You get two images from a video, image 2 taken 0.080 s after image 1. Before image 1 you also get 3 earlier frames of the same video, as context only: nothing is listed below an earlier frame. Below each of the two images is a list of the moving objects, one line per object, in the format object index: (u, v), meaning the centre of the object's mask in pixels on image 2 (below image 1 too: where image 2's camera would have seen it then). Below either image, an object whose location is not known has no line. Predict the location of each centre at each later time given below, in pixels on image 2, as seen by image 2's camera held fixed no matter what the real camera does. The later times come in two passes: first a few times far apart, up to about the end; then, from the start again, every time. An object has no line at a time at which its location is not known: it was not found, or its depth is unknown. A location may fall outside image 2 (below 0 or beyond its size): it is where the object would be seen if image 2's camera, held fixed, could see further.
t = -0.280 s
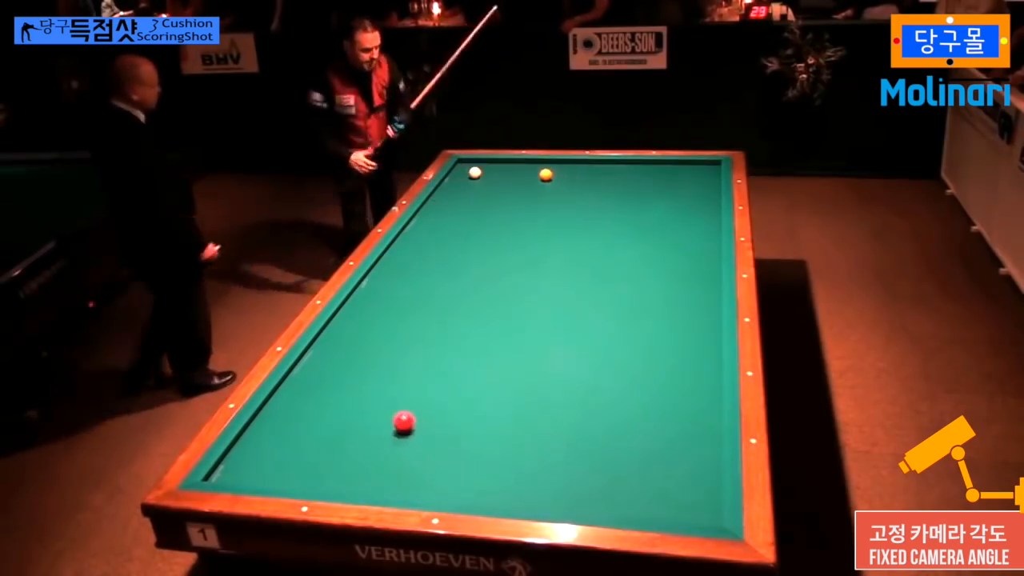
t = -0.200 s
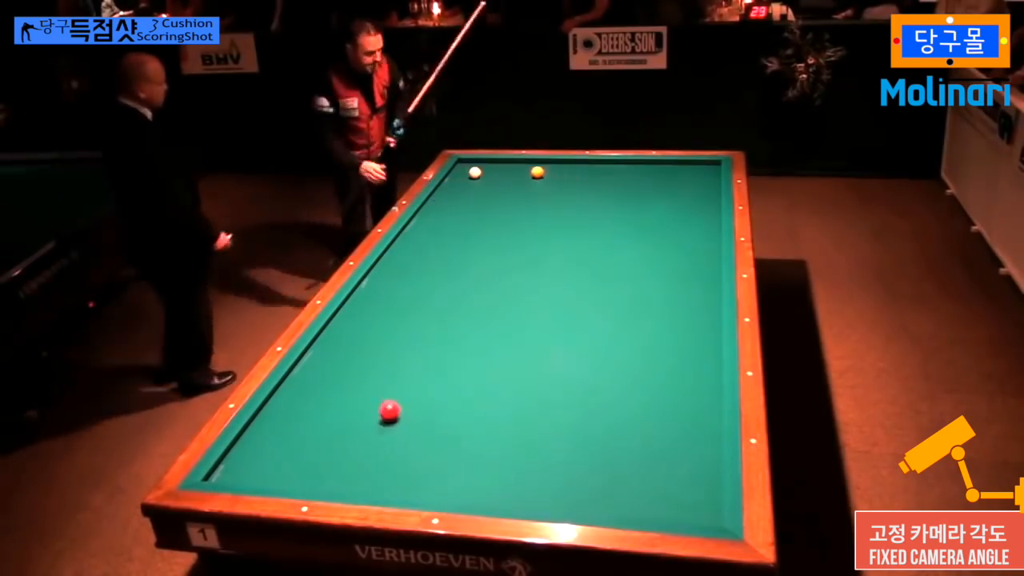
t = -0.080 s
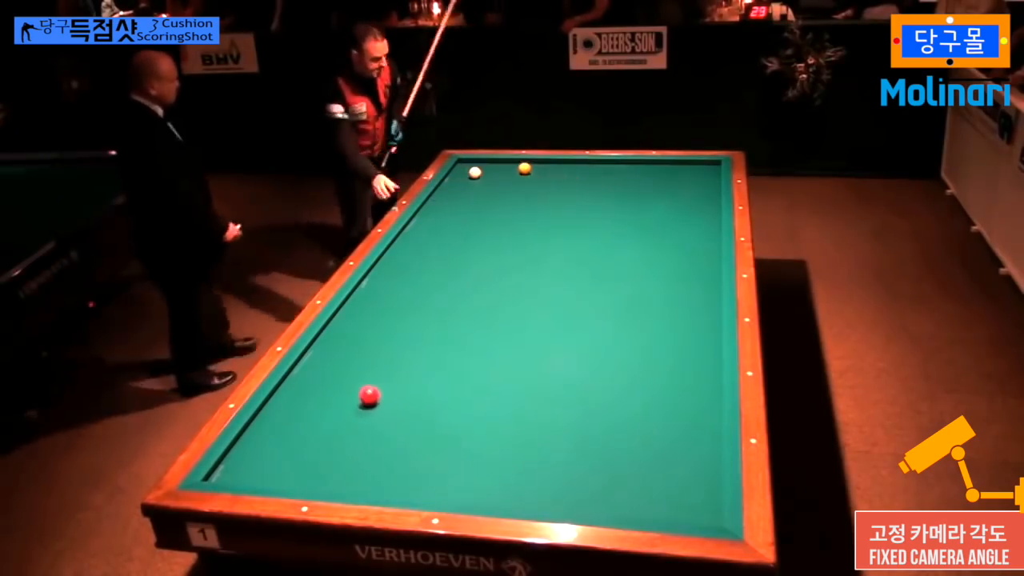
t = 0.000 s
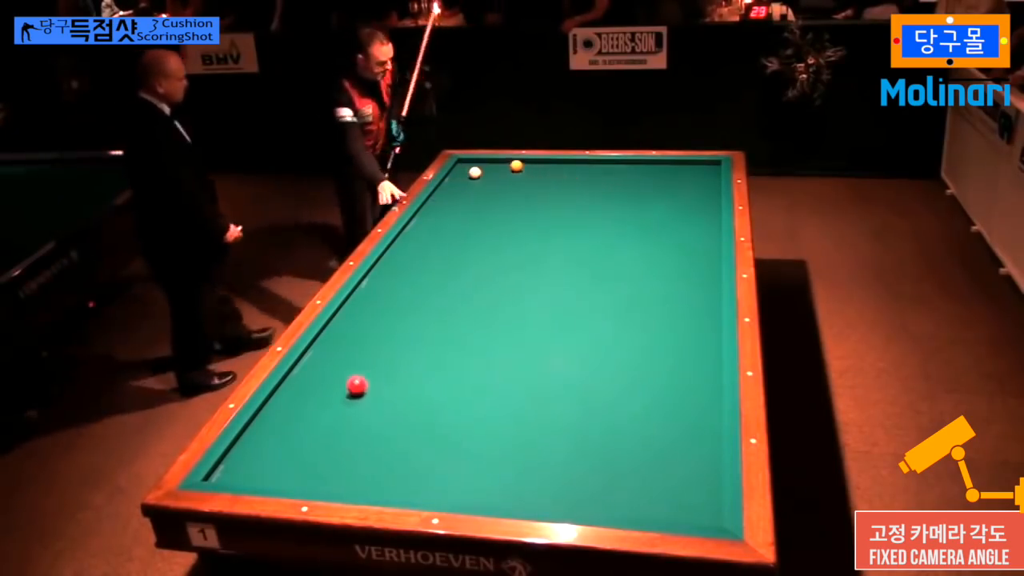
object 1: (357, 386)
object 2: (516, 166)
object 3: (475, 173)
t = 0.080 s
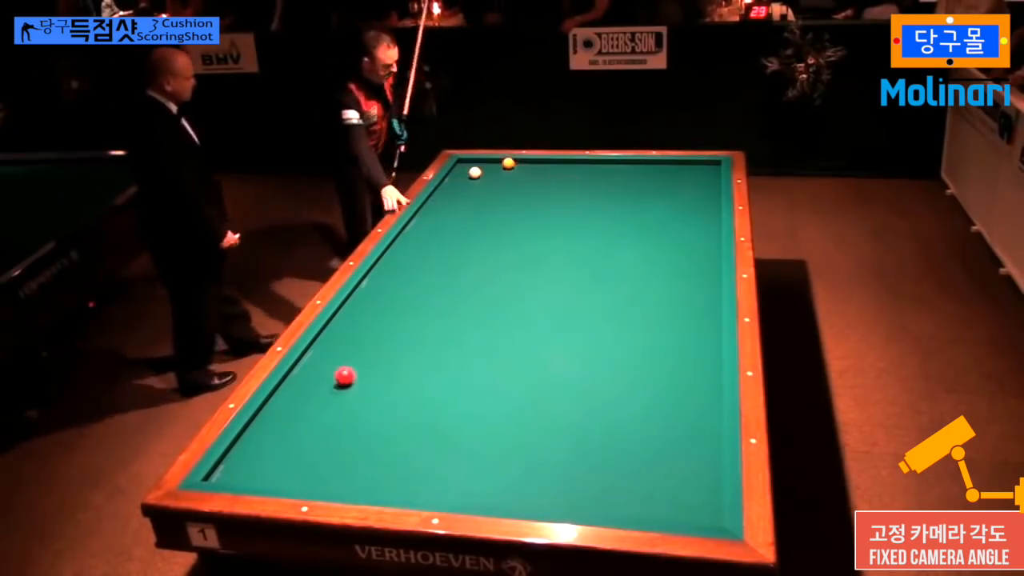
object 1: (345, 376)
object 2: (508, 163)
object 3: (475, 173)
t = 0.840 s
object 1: (405, 308)
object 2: (478, 168)
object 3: (479, 178)
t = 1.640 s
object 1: (515, 257)
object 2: (503, 172)
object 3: (493, 195)
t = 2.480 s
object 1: (606, 215)
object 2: (524, 173)
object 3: (507, 212)
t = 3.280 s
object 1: (675, 184)
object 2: (539, 174)
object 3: (520, 227)
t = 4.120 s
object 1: (710, 163)
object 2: (548, 175)
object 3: (532, 242)
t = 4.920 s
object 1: (697, 173)
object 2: (553, 175)
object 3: (543, 255)
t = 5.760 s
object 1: (687, 181)
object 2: (553, 175)
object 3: (552, 265)
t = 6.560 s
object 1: (679, 187)
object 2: (553, 175)
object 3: (559, 273)
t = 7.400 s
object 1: (674, 192)
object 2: (553, 175)
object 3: (564, 278)
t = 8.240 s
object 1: (671, 195)
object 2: (553, 175)
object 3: (565, 280)
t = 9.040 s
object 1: (670, 196)
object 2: (553, 175)
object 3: (566, 280)
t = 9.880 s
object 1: (670, 196)
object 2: (553, 175)
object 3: (566, 281)
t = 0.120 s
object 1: (339, 372)
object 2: (504, 162)
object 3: (475, 173)
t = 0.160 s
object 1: (333, 367)
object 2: (500, 161)
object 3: (475, 173)
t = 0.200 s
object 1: (327, 363)
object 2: (495, 161)
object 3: (475, 173)
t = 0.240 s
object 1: (322, 359)
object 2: (489, 161)
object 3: (474, 173)
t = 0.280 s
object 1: (317, 355)
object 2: (483, 162)
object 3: (474, 173)
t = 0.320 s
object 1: (313, 351)
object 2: (477, 162)
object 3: (474, 173)
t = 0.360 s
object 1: (320, 347)
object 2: (470, 163)
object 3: (475, 173)
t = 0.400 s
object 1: (329, 343)
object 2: (465, 164)
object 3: (475, 173)
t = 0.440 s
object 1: (337, 340)
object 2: (459, 165)
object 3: (475, 173)
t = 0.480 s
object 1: (344, 337)
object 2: (462, 166)
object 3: (475, 173)
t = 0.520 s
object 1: (351, 333)
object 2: (464, 167)
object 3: (475, 173)
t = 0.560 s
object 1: (358, 330)
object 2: (466, 167)
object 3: (475, 173)
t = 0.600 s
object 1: (365, 327)
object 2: (467, 168)
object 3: (475, 173)
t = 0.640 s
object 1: (372, 324)
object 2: (469, 168)
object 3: (475, 173)
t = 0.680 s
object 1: (379, 320)
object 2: (471, 168)
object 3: (476, 174)
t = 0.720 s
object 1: (386, 317)
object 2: (473, 168)
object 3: (477, 176)
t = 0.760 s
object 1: (392, 314)
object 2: (474, 168)
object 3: (478, 176)
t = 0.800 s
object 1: (398, 311)
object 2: (476, 168)
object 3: (479, 177)
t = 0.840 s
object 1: (405, 308)
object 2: (478, 168)
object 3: (479, 178)
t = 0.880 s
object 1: (411, 305)
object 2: (479, 168)
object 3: (480, 179)
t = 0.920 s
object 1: (418, 303)
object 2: (481, 169)
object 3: (481, 180)
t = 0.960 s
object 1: (423, 300)
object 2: (482, 169)
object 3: (481, 180)
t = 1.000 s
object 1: (430, 297)
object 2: (483, 169)
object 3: (482, 181)
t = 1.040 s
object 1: (436, 294)
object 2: (485, 170)
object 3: (483, 182)
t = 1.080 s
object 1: (441, 292)
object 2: (486, 170)
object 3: (483, 183)
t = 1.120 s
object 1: (447, 289)
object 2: (487, 170)
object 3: (484, 184)
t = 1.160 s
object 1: (453, 286)
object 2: (489, 170)
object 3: (484, 184)
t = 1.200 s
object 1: (458, 284)
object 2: (490, 170)
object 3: (485, 185)
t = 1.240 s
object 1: (464, 281)
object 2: (491, 170)
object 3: (486, 186)
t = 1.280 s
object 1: (469, 279)
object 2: (492, 170)
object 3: (487, 187)
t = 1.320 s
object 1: (474, 276)
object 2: (494, 171)
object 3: (487, 188)
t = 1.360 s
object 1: (480, 274)
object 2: (495, 171)
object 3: (488, 189)
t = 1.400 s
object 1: (485, 271)
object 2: (496, 171)
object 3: (489, 189)
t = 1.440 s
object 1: (490, 269)
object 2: (497, 171)
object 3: (490, 190)
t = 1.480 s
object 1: (495, 267)
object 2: (499, 171)
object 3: (490, 191)
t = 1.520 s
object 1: (501, 264)
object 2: (499, 171)
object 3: (491, 192)
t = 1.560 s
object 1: (505, 262)
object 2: (501, 171)
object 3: (492, 193)
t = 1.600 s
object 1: (511, 260)
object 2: (502, 171)
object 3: (492, 194)
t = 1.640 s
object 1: (515, 257)
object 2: (503, 172)
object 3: (493, 195)
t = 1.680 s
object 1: (520, 255)
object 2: (504, 171)
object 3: (494, 195)
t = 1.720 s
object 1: (525, 253)
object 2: (505, 171)
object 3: (494, 196)
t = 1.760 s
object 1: (530, 251)
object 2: (506, 172)
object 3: (495, 197)
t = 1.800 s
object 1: (534, 249)
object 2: (507, 172)
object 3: (496, 198)
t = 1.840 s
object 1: (539, 247)
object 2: (509, 171)
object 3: (496, 199)
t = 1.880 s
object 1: (543, 244)
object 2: (510, 172)
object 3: (497, 200)
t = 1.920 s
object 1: (548, 243)
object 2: (511, 172)
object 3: (498, 200)
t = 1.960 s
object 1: (552, 240)
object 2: (512, 172)
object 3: (498, 201)
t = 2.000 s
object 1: (557, 238)
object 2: (512, 172)
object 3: (499, 202)
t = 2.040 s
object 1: (561, 236)
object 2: (513, 172)
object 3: (500, 203)
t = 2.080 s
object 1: (565, 234)
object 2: (515, 172)
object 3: (500, 204)
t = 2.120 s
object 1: (570, 232)
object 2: (516, 172)
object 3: (501, 205)
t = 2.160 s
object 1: (574, 230)
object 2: (516, 172)
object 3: (502, 205)
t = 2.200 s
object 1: (578, 229)
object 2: (518, 172)
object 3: (502, 206)
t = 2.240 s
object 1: (582, 227)
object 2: (519, 172)
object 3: (503, 207)
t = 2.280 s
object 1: (586, 225)
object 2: (519, 172)
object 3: (504, 208)
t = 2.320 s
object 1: (590, 223)
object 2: (520, 172)
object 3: (505, 209)
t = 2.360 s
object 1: (594, 221)
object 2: (521, 172)
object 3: (505, 209)
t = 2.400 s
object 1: (598, 219)
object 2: (522, 172)
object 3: (506, 210)
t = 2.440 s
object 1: (602, 217)
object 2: (523, 173)
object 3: (507, 211)
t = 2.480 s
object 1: (606, 215)
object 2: (524, 173)
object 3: (507, 212)
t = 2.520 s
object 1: (610, 214)
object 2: (525, 173)
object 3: (508, 213)
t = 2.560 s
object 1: (614, 212)
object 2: (525, 173)
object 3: (508, 213)
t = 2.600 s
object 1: (617, 211)
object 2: (526, 173)
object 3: (509, 214)
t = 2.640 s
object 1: (621, 209)
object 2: (527, 173)
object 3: (510, 215)
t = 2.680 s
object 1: (625, 207)
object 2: (528, 173)
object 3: (510, 216)
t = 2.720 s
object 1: (629, 205)
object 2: (529, 173)
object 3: (511, 216)
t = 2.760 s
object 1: (632, 204)
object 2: (530, 173)
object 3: (512, 217)
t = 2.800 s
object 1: (635, 202)
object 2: (531, 173)
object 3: (512, 218)
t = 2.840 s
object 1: (639, 200)
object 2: (531, 173)
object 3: (513, 219)
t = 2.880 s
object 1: (643, 199)
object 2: (532, 173)
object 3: (514, 220)
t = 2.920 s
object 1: (646, 198)
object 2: (533, 173)
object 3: (514, 220)
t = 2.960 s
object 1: (649, 196)
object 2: (533, 173)
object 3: (515, 221)
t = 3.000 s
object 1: (653, 194)
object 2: (534, 173)
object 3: (516, 222)
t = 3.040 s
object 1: (656, 193)
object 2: (535, 173)
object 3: (516, 222)
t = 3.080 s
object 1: (660, 191)
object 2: (535, 173)
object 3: (517, 224)
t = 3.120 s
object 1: (663, 190)
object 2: (536, 173)
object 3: (517, 225)
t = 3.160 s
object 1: (666, 188)
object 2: (537, 174)
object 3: (518, 225)
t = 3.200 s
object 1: (669, 187)
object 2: (537, 173)
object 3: (519, 226)
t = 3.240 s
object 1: (672, 185)
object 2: (538, 173)
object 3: (519, 226)
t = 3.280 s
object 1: (675, 184)
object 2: (539, 174)
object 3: (520, 227)
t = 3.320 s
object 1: (678, 183)
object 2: (539, 173)
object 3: (520, 228)
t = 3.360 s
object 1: (681, 181)
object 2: (540, 174)
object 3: (521, 229)
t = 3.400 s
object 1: (684, 180)
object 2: (540, 174)
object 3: (522, 230)
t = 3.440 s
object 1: (687, 179)
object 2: (541, 174)
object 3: (522, 230)
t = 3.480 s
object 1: (690, 177)
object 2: (542, 174)
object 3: (523, 231)
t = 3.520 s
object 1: (693, 176)
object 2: (542, 174)
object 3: (523, 232)
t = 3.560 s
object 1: (696, 174)
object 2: (543, 174)
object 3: (524, 233)
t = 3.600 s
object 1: (699, 173)
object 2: (543, 174)
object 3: (525, 233)
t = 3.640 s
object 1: (701, 172)
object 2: (543, 174)
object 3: (525, 234)
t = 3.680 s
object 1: (704, 171)
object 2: (544, 174)
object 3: (526, 234)
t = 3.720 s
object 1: (707, 169)
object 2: (544, 174)
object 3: (527, 236)
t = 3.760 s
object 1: (709, 168)
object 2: (545, 174)
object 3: (527, 236)
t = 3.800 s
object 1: (712, 167)
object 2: (545, 174)
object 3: (528, 237)
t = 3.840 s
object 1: (714, 166)
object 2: (546, 174)
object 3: (528, 237)
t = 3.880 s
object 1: (714, 165)
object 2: (546, 174)
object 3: (529, 238)
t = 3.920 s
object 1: (713, 163)
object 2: (547, 174)
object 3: (529, 239)
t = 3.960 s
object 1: (712, 162)
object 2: (547, 174)
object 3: (530, 240)
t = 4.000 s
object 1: (711, 162)
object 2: (547, 174)
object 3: (530, 240)
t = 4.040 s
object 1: (710, 162)
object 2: (548, 174)
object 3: (531, 241)
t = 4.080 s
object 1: (710, 163)
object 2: (548, 175)
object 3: (532, 241)
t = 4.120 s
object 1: (710, 163)
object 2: (548, 175)
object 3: (532, 242)
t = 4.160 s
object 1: (709, 164)
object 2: (549, 175)
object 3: (533, 243)
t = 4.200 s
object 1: (708, 164)
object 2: (549, 175)
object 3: (533, 243)
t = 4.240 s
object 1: (707, 165)
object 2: (549, 175)
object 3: (534, 244)
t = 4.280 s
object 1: (706, 165)
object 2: (550, 175)
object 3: (534, 245)
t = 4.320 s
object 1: (705, 166)
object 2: (550, 175)
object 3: (535, 245)
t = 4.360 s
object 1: (705, 166)
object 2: (550, 175)
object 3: (535, 246)
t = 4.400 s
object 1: (704, 167)
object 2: (550, 175)
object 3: (536, 247)
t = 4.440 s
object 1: (703, 167)
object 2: (551, 175)
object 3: (536, 247)
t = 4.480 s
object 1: (703, 168)
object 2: (551, 175)
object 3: (537, 248)
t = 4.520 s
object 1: (702, 168)
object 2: (551, 175)
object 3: (537, 249)
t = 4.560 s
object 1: (702, 169)
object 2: (551, 175)
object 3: (538, 250)
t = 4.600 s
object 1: (701, 169)
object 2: (552, 175)
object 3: (539, 250)
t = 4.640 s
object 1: (701, 170)
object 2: (552, 175)
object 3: (539, 251)
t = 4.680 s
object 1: (700, 170)
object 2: (552, 175)
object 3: (540, 251)
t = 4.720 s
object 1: (700, 171)
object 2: (552, 175)
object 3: (540, 252)
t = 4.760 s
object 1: (699, 171)
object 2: (552, 175)
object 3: (541, 252)
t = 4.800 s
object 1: (698, 172)
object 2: (552, 175)
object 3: (541, 253)
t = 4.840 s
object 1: (698, 172)
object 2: (553, 175)
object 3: (542, 253)
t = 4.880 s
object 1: (697, 172)
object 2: (553, 175)
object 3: (542, 254)
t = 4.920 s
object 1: (697, 173)
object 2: (553, 175)
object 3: (543, 255)
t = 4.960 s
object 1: (696, 173)
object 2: (553, 175)
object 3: (543, 255)
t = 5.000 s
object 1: (696, 174)
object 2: (553, 175)
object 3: (543, 256)
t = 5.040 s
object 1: (695, 174)
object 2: (553, 175)
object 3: (544, 256)
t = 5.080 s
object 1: (695, 175)
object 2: (553, 175)
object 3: (544, 257)
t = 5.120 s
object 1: (694, 175)
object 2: (553, 175)
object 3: (545, 257)
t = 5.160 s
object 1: (694, 175)
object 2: (553, 175)
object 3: (545, 258)
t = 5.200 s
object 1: (693, 176)
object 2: (553, 175)
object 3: (546, 258)
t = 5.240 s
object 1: (693, 176)
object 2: (553, 175)
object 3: (546, 259)
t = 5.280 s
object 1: (692, 177)
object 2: (553, 175)
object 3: (547, 259)
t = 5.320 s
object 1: (691, 177)
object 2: (553, 175)
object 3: (547, 260)
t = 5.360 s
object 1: (691, 177)
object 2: (553, 175)
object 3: (548, 260)
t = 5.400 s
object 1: (691, 178)
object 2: (553, 175)
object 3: (548, 261)
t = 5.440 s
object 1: (690, 178)
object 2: (553, 175)
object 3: (548, 261)
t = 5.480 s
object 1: (690, 178)
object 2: (553, 175)
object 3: (549, 262)
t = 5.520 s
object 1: (689, 179)
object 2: (553, 175)
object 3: (549, 262)
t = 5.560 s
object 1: (689, 179)
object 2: (553, 175)
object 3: (550, 263)
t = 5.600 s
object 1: (688, 180)
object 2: (553, 175)
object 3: (550, 263)
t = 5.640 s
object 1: (688, 180)
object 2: (553, 175)
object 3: (551, 264)
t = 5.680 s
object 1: (687, 180)
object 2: (553, 175)
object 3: (551, 264)
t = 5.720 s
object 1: (687, 181)
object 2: (553, 175)
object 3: (551, 265)
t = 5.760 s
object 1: (687, 181)
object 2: (553, 175)
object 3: (552, 265)
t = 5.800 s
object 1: (686, 181)
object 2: (553, 175)
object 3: (552, 266)
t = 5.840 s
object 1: (686, 182)
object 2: (553, 175)
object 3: (552, 266)
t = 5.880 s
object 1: (686, 182)
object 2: (553, 175)
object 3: (553, 266)
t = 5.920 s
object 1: (685, 183)
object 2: (553, 175)
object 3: (553, 267)
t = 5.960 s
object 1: (685, 183)
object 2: (553, 175)
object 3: (554, 267)
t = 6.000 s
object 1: (684, 183)
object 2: (553, 175)
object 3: (554, 268)
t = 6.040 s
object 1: (684, 184)
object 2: (553, 175)
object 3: (554, 268)
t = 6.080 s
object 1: (684, 184)
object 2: (553, 175)
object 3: (555, 268)
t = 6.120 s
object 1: (683, 184)
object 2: (553, 175)
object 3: (555, 269)
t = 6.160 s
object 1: (683, 185)
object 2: (553, 175)
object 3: (555, 269)
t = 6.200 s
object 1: (683, 185)
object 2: (553, 175)
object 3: (556, 270)
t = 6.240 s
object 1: (682, 185)
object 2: (553, 175)
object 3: (556, 270)
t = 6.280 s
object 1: (682, 185)
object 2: (553, 175)
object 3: (556, 270)
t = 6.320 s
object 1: (682, 186)
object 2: (553, 175)
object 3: (557, 271)
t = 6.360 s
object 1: (681, 186)
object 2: (553, 175)
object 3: (557, 271)
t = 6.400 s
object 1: (681, 186)
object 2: (553, 175)
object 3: (557, 271)
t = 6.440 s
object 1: (680, 187)
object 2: (553, 175)
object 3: (558, 272)
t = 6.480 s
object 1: (680, 187)
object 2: (553, 175)
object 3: (558, 272)
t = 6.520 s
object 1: (680, 187)
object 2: (553, 175)
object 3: (558, 272)
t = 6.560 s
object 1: (679, 187)
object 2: (553, 175)
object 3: (559, 273)
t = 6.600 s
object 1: (679, 188)
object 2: (553, 175)
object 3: (559, 273)
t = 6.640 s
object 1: (679, 188)
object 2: (553, 175)
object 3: (559, 273)
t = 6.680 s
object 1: (678, 188)
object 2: (553, 175)
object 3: (559, 274)
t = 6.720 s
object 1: (678, 188)
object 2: (553, 175)
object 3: (560, 274)
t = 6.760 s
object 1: (678, 189)
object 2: (553, 175)
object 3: (560, 274)
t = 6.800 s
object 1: (678, 189)
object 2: (553, 175)
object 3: (560, 275)
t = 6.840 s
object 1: (678, 189)
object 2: (553, 175)
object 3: (560, 275)
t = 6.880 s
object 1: (677, 190)
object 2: (553, 175)
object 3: (561, 275)
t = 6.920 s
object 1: (677, 190)
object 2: (553, 175)
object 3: (561, 275)
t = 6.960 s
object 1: (677, 190)
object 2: (553, 175)
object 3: (561, 276)
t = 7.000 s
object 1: (676, 190)
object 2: (553, 175)
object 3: (562, 276)
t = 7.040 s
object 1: (676, 191)
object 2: (553, 175)
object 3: (562, 276)
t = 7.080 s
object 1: (676, 191)
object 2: (553, 175)
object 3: (562, 276)
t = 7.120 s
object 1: (676, 191)
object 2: (553, 175)
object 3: (562, 277)
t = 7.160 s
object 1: (676, 191)
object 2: (553, 175)
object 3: (562, 277)
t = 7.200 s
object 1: (675, 192)
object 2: (553, 175)
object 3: (563, 277)
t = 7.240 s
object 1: (675, 192)
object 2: (553, 175)
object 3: (563, 277)
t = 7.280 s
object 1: (675, 192)
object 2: (553, 175)
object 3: (563, 278)
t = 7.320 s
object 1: (675, 192)
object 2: (553, 175)
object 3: (563, 278)
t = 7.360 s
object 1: (675, 192)
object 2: (553, 175)
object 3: (563, 278)
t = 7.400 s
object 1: (674, 192)
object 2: (553, 175)
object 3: (564, 278)
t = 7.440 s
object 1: (674, 193)
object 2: (553, 175)
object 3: (564, 278)
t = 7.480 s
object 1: (674, 193)
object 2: (553, 175)
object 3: (564, 278)
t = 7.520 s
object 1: (674, 193)
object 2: (553, 175)
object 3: (564, 279)
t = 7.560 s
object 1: (674, 193)
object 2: (553, 175)
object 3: (564, 279)
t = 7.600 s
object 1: (674, 193)
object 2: (553, 175)
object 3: (564, 279)
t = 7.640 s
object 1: (674, 193)
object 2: (553, 175)
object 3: (564, 279)
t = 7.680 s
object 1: (673, 194)
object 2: (553, 175)
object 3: (564, 279)
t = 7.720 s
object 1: (673, 194)
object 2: (553, 175)
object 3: (564, 279)
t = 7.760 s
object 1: (673, 194)
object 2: (553, 175)
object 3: (564, 279)
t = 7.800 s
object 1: (673, 194)
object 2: (553, 175)
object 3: (565, 280)
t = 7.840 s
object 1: (673, 194)
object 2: (553, 175)
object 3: (565, 280)
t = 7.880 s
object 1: (672, 194)
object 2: (553, 175)
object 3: (565, 280)
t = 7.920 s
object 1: (672, 194)
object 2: (553, 175)
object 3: (565, 280)
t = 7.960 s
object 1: (672, 194)
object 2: (553, 175)
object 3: (565, 280)
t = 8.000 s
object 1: (672, 195)
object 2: (553, 175)
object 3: (565, 280)
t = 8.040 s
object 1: (672, 195)
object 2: (553, 175)
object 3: (565, 280)
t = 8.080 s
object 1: (672, 195)
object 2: (553, 175)
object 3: (565, 280)
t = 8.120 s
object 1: (672, 195)
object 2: (553, 175)
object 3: (565, 280)
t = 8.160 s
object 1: (672, 195)
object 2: (553, 175)
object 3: (565, 280)
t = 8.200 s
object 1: (672, 195)
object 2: (553, 175)
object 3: (565, 280)
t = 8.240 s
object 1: (671, 195)
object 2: (553, 175)
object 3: (565, 280)
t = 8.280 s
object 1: (671, 195)
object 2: (553, 175)
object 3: (566, 280)
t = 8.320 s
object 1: (671, 195)
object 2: (553, 175)
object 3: (566, 280)
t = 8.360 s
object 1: (671, 195)
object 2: (553, 175)
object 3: (566, 280)
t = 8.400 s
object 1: (671, 195)
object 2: (553, 175)
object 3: (566, 280)
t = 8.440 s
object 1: (671, 195)
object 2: (553, 175)
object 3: (566, 280)
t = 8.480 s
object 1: (671, 195)
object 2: (553, 175)
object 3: (566, 280)
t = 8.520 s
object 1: (671, 195)
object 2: (553, 175)
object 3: (566, 280)
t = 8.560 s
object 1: (671, 195)
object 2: (553, 175)
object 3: (566, 280)
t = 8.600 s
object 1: (671, 195)
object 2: (553, 175)
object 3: (566, 280)
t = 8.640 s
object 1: (671, 196)
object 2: (553, 175)
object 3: (566, 280)
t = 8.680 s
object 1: (671, 196)
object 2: (553, 175)
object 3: (566, 280)
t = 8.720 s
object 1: (671, 196)
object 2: (553, 175)
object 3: (566, 280)
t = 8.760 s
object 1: (671, 196)
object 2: (553, 175)
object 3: (566, 280)
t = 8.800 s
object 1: (670, 196)
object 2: (553, 175)
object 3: (566, 280)
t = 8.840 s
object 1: (670, 196)
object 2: (553, 175)
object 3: (566, 280)
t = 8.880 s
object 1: (670, 196)
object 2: (553, 175)
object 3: (566, 280)
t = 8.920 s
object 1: (670, 196)
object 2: (553, 175)
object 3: (566, 280)
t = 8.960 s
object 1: (670, 196)
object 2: (553, 175)
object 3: (566, 280)
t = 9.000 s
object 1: (670, 196)
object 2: (553, 175)
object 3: (566, 280)
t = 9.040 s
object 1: (670, 196)
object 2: (553, 175)
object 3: (566, 280)
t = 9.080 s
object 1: (670, 196)
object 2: (553, 175)
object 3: (566, 280)
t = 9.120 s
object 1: (670, 196)
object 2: (553, 175)
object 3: (566, 280)
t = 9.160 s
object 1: (670, 196)
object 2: (553, 175)
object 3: (566, 280)
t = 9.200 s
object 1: (670, 196)
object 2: (553, 175)
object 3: (566, 280)
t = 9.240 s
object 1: (670, 196)
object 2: (553, 175)
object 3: (566, 280)
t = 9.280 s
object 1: (670, 196)
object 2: (553, 175)
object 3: (566, 280)
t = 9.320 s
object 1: (670, 196)
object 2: (553, 175)
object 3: (566, 280)
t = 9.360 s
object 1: (670, 196)
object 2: (553, 175)
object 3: (566, 280)
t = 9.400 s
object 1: (670, 196)
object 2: (553, 175)
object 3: (566, 280)
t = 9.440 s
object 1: (670, 196)
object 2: (553, 175)
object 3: (566, 280)
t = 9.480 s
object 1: (670, 196)
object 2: (553, 175)
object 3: (566, 280)
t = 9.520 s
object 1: (670, 196)
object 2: (553, 175)
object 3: (566, 280)
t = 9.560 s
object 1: (670, 196)
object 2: (553, 175)
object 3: (566, 280)
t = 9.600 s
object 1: (670, 196)
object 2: (553, 175)
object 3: (566, 280)
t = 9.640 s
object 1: (670, 196)
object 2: (553, 175)
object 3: (566, 280)
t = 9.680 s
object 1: (670, 196)
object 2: (553, 175)
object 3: (566, 280)
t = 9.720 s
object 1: (670, 196)
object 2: (553, 175)
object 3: (566, 280)
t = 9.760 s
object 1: (670, 196)
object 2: (553, 175)
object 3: (566, 280)
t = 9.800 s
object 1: (670, 196)
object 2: (553, 175)
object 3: (566, 280)
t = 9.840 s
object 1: (670, 196)
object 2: (553, 175)
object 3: (566, 280)
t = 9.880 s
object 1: (670, 196)
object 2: (553, 175)
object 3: (566, 281)
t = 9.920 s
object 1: (670, 196)
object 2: (553, 175)
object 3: (566, 280)
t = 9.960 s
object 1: (670, 196)
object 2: (553, 175)
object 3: (566, 281)
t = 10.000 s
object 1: (670, 196)
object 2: (553, 175)
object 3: (566, 281)
